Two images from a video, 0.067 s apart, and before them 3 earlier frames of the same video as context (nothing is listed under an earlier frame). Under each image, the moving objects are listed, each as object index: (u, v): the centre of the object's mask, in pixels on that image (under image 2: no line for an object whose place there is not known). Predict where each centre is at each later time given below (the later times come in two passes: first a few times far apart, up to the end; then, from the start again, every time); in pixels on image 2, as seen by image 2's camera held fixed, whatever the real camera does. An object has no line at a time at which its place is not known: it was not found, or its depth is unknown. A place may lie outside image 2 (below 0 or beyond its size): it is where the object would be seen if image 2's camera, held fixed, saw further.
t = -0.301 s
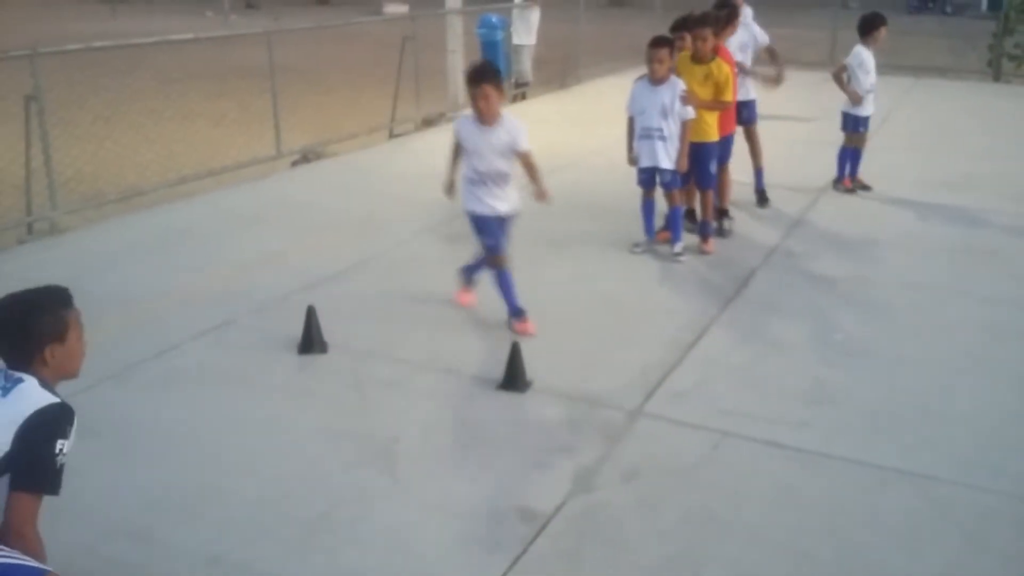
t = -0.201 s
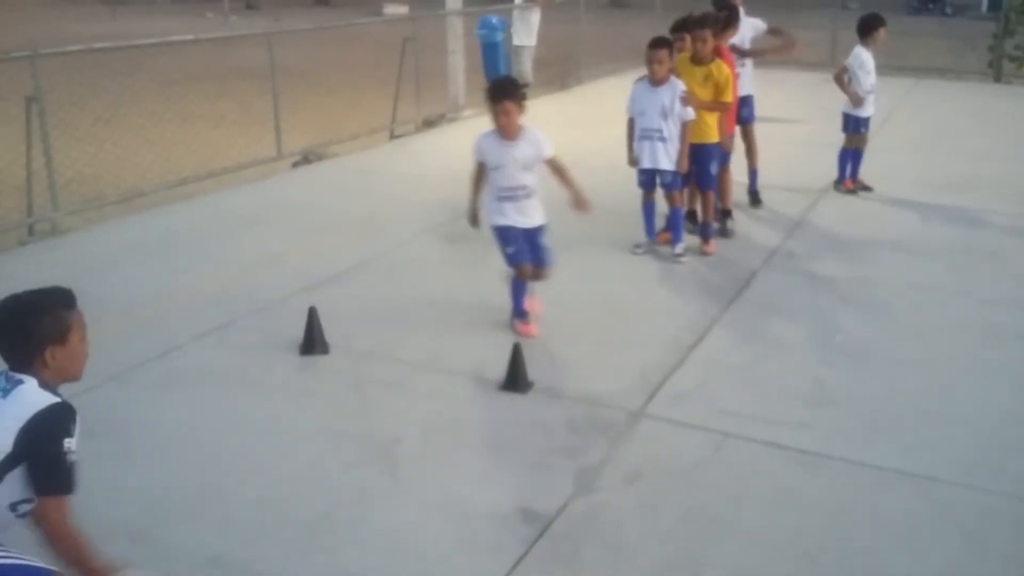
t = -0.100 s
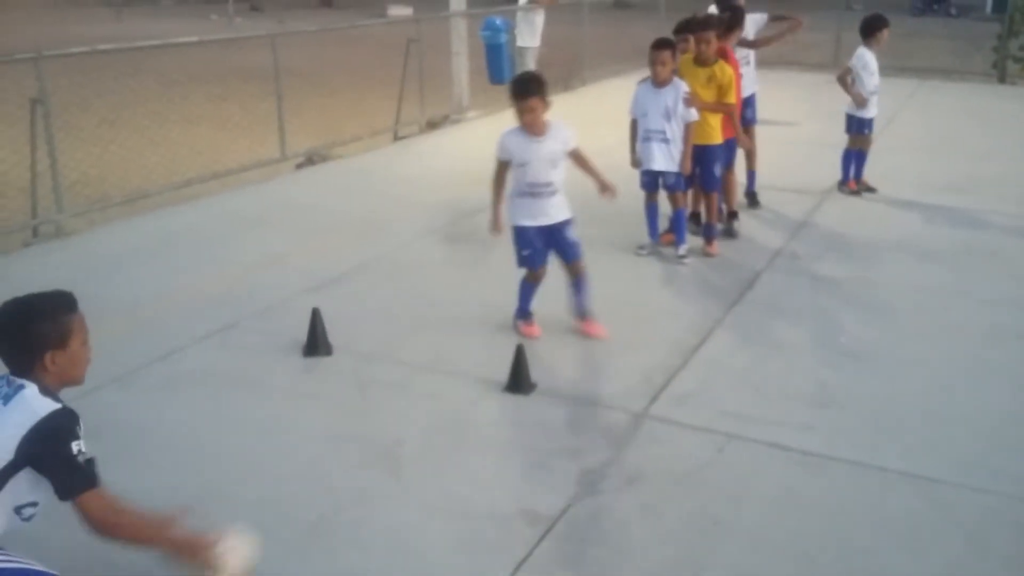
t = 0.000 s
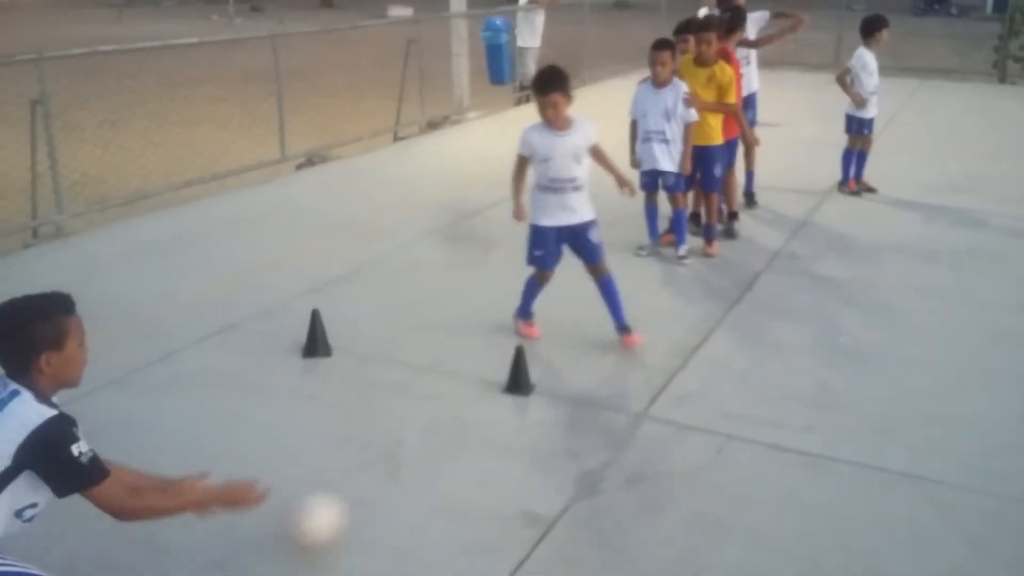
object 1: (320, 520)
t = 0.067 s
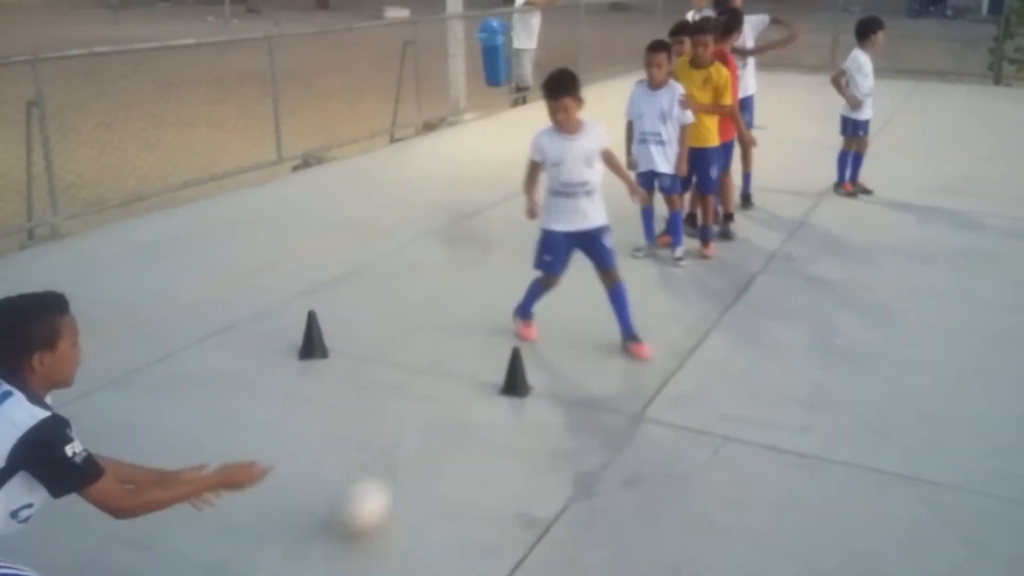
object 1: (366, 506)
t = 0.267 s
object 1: (473, 460)
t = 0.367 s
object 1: (517, 440)
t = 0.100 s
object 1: (386, 493)
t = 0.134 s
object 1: (406, 486)
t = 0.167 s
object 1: (424, 482)
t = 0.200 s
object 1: (440, 475)
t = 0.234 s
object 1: (458, 467)
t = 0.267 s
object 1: (473, 460)
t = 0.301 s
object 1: (488, 452)
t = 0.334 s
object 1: (502, 447)
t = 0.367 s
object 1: (517, 440)
